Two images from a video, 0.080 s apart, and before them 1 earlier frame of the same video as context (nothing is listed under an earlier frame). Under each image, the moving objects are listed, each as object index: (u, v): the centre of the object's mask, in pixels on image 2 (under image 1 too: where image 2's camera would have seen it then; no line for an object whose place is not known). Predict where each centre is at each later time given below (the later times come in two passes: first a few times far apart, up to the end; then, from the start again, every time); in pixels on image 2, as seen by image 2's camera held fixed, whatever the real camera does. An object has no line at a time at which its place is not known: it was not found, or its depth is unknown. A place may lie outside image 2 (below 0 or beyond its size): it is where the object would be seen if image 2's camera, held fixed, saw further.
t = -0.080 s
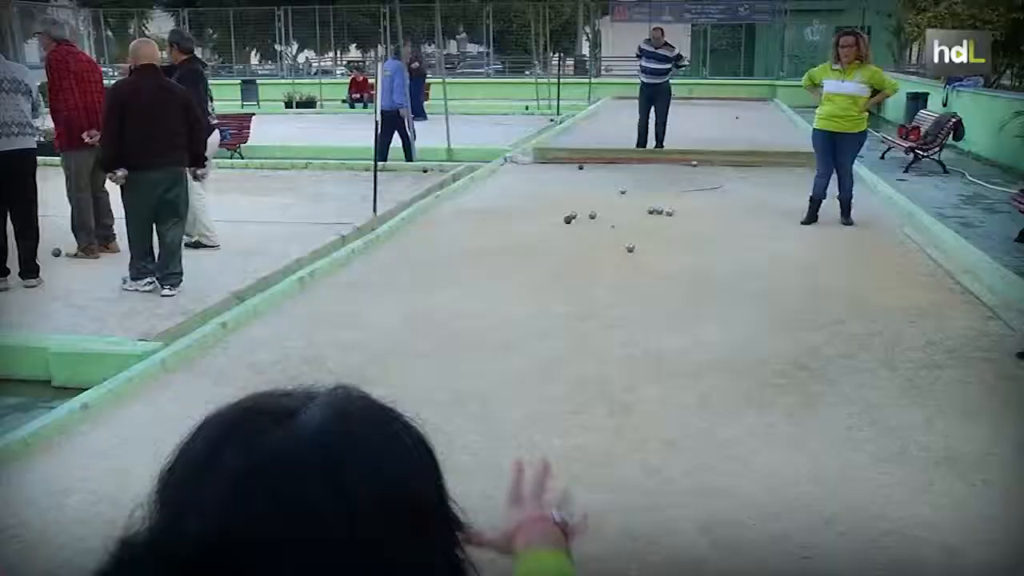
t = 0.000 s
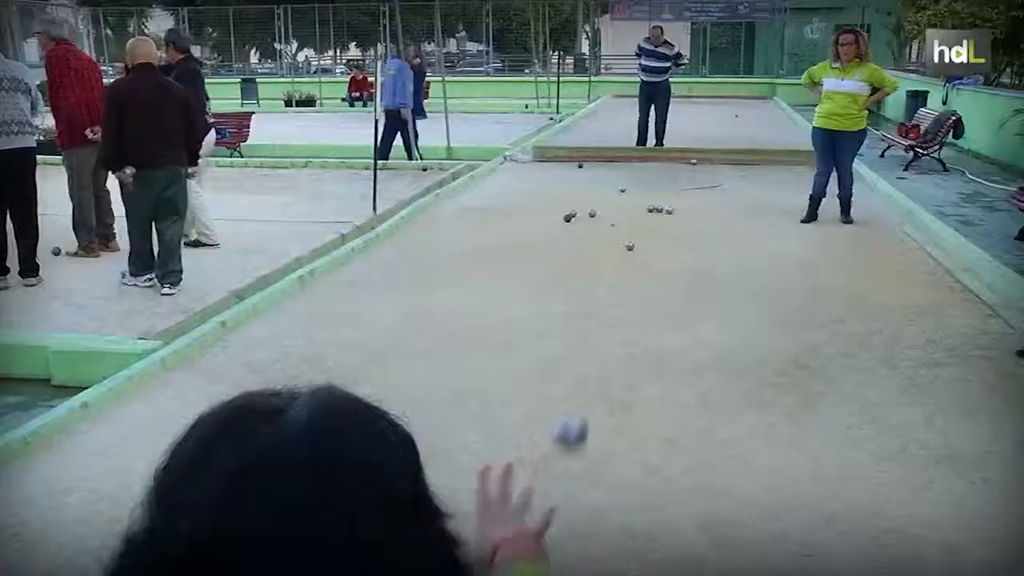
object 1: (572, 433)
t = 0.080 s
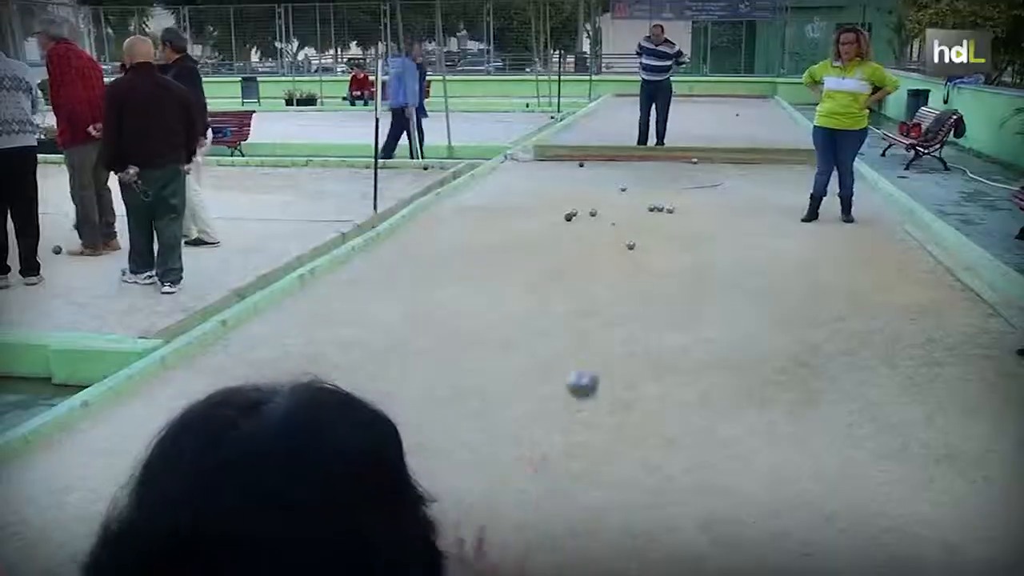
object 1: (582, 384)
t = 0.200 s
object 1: (595, 373)
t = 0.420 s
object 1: (605, 433)
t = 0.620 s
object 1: (617, 382)
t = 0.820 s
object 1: (625, 352)
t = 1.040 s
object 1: (628, 324)
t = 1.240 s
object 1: (629, 306)
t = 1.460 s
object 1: (625, 289)
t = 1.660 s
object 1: (619, 275)
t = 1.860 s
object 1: (612, 265)
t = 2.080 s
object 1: (607, 254)
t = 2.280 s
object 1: (604, 246)
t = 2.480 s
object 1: (602, 239)
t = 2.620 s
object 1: (602, 235)
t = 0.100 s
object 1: (584, 377)
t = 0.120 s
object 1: (587, 374)
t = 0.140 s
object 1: (589, 371)
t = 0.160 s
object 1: (591, 370)
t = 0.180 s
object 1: (593, 370)
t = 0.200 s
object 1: (595, 373)
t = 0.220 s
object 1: (596, 375)
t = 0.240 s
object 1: (597, 378)
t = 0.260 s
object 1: (598, 384)
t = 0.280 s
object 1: (599, 390)
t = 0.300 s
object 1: (600, 396)
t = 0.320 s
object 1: (602, 403)
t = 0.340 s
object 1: (603, 411)
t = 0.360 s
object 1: (604, 419)
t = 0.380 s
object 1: (605, 424)
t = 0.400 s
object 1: (605, 429)
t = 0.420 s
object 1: (605, 433)
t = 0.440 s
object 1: (608, 421)
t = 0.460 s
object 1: (609, 411)
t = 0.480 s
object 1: (611, 406)
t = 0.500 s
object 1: (612, 400)
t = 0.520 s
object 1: (613, 396)
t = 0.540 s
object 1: (613, 391)
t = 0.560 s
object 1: (614, 390)
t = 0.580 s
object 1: (615, 389)
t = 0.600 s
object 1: (616, 387)
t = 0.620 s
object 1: (617, 382)
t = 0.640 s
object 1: (618, 379)
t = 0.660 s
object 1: (618, 376)
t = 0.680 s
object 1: (619, 373)
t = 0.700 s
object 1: (620, 369)
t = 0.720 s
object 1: (621, 366)
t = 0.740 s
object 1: (622, 364)
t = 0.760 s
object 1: (623, 360)
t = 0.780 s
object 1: (623, 358)
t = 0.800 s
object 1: (624, 355)
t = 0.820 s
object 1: (625, 352)
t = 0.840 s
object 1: (624, 349)
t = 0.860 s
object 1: (624, 346)
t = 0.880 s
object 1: (625, 343)
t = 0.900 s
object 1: (626, 341)
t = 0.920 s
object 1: (626, 339)
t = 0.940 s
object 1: (627, 337)
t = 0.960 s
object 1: (627, 334)
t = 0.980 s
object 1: (628, 332)
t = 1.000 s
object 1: (628, 330)
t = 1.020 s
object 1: (628, 329)
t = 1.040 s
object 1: (628, 324)
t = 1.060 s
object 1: (628, 321)
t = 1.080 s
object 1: (628, 319)
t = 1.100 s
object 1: (628, 318)
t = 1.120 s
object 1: (628, 317)
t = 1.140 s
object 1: (628, 315)
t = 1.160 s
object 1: (629, 312)
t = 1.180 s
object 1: (629, 311)
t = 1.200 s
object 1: (629, 310)
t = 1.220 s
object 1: (629, 308)
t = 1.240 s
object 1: (629, 306)
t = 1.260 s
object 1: (629, 304)
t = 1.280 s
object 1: (629, 302)
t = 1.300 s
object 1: (629, 301)
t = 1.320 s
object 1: (629, 300)
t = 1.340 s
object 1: (628, 298)
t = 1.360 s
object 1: (628, 296)
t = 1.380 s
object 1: (627, 293)
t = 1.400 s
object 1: (627, 292)
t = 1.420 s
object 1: (626, 290)
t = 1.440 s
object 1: (626, 290)
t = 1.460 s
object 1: (625, 289)
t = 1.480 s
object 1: (625, 287)
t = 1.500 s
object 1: (624, 286)
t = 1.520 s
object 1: (624, 285)
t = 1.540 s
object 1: (623, 283)
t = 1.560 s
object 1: (623, 283)
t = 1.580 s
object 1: (622, 281)
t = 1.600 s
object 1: (621, 279)
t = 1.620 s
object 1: (620, 278)
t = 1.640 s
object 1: (619, 276)
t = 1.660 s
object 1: (619, 275)
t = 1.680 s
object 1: (618, 275)
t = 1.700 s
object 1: (617, 274)
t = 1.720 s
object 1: (617, 273)
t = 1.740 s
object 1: (616, 271)
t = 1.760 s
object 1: (616, 270)
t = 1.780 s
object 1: (615, 268)
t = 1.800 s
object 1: (614, 268)
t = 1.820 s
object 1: (613, 266)
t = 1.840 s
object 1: (613, 265)
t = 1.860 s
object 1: (612, 265)
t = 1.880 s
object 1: (611, 263)
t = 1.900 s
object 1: (611, 263)
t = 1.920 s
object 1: (610, 260)
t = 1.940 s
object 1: (610, 259)
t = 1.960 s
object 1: (610, 259)
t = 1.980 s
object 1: (609, 258)
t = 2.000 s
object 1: (608, 258)
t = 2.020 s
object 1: (608, 257)
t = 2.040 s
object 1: (608, 256)
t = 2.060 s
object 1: (608, 256)
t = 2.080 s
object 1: (607, 254)
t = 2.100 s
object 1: (607, 253)
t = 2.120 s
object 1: (607, 252)
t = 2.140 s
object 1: (607, 252)
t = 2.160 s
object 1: (606, 252)
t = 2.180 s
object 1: (606, 252)
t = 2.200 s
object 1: (605, 250)
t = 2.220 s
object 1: (606, 249)
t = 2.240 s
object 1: (605, 249)
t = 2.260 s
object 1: (604, 246)
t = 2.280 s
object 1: (604, 246)
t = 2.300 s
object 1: (604, 246)
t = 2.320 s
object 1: (604, 245)
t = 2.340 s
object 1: (603, 244)
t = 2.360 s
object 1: (603, 244)
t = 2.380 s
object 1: (603, 244)
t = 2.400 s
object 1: (602, 242)
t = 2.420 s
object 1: (602, 242)
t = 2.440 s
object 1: (602, 241)
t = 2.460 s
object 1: (602, 240)
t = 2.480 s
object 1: (602, 239)
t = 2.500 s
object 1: (602, 239)
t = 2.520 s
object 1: (602, 238)
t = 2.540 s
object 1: (602, 238)
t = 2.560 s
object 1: (602, 237)
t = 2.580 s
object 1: (602, 236)
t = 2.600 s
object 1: (601, 235)
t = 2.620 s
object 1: (602, 235)
